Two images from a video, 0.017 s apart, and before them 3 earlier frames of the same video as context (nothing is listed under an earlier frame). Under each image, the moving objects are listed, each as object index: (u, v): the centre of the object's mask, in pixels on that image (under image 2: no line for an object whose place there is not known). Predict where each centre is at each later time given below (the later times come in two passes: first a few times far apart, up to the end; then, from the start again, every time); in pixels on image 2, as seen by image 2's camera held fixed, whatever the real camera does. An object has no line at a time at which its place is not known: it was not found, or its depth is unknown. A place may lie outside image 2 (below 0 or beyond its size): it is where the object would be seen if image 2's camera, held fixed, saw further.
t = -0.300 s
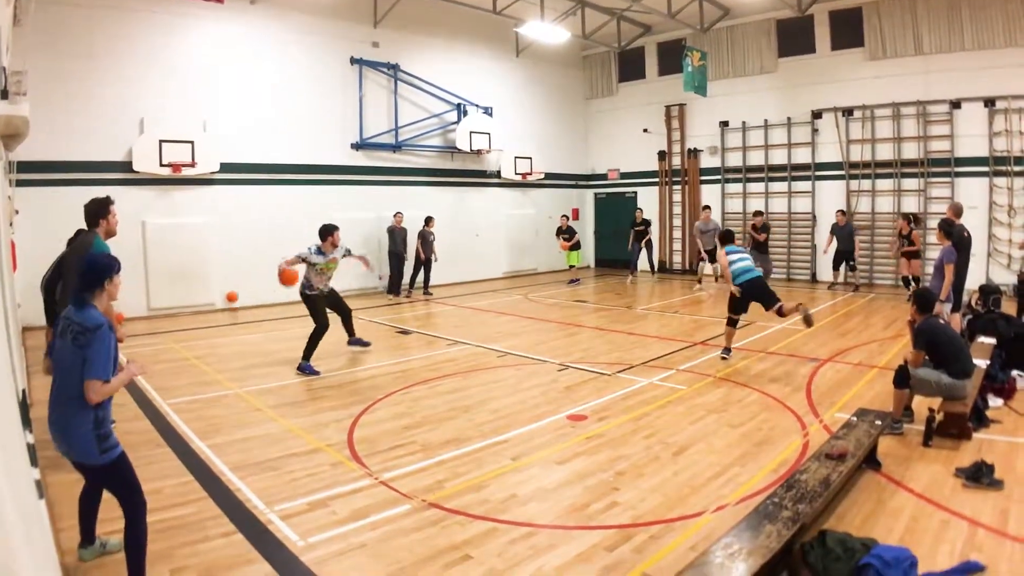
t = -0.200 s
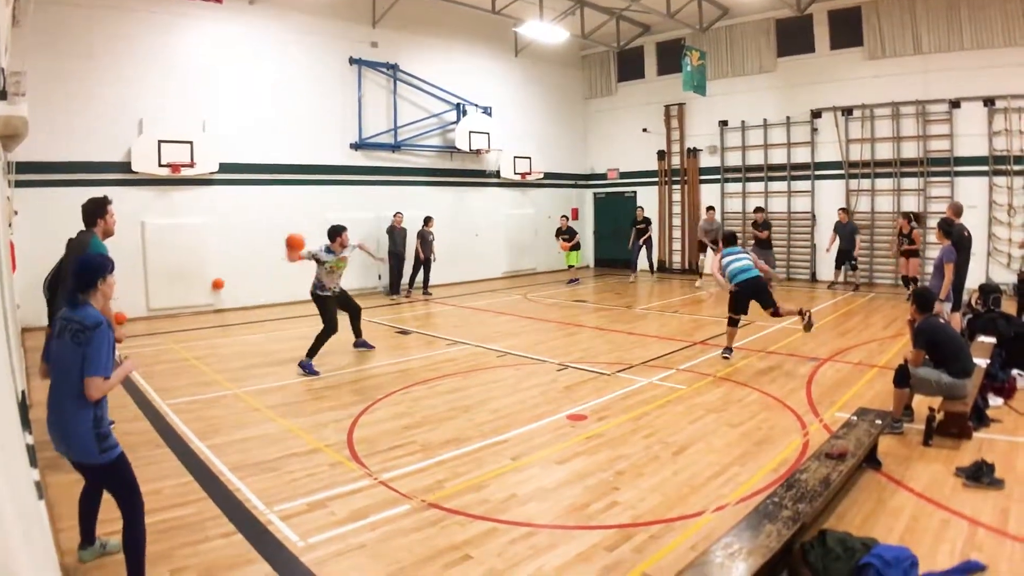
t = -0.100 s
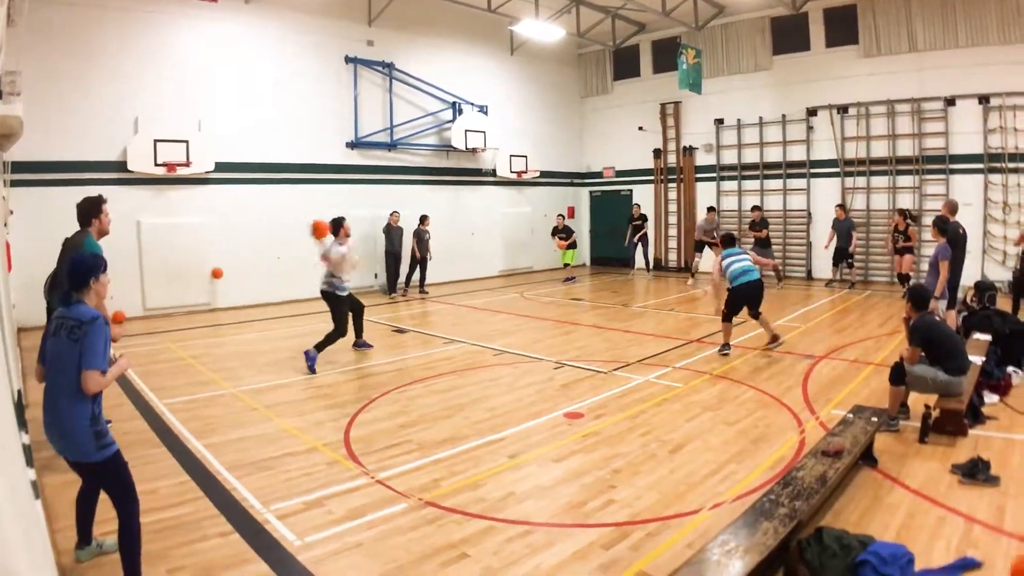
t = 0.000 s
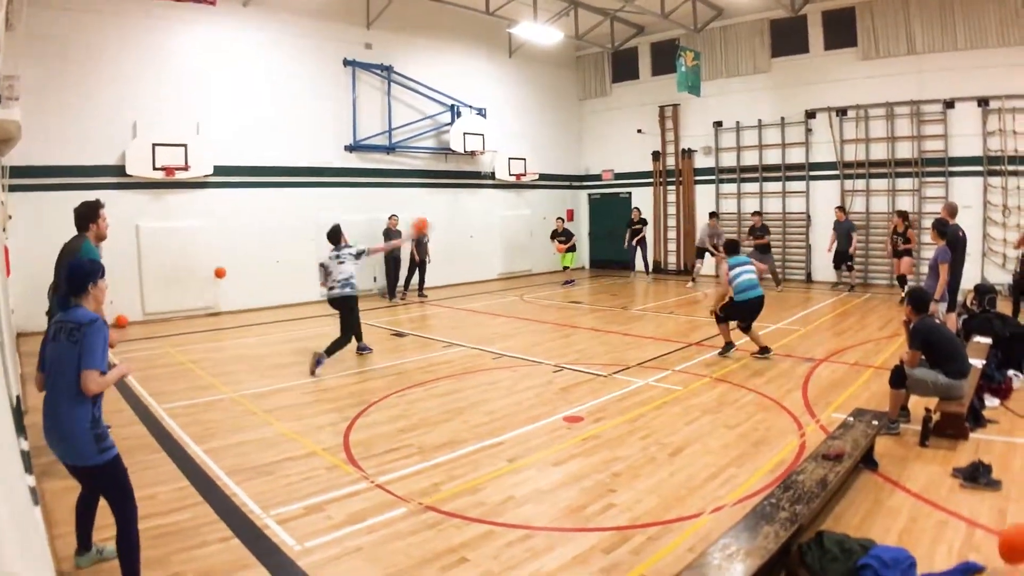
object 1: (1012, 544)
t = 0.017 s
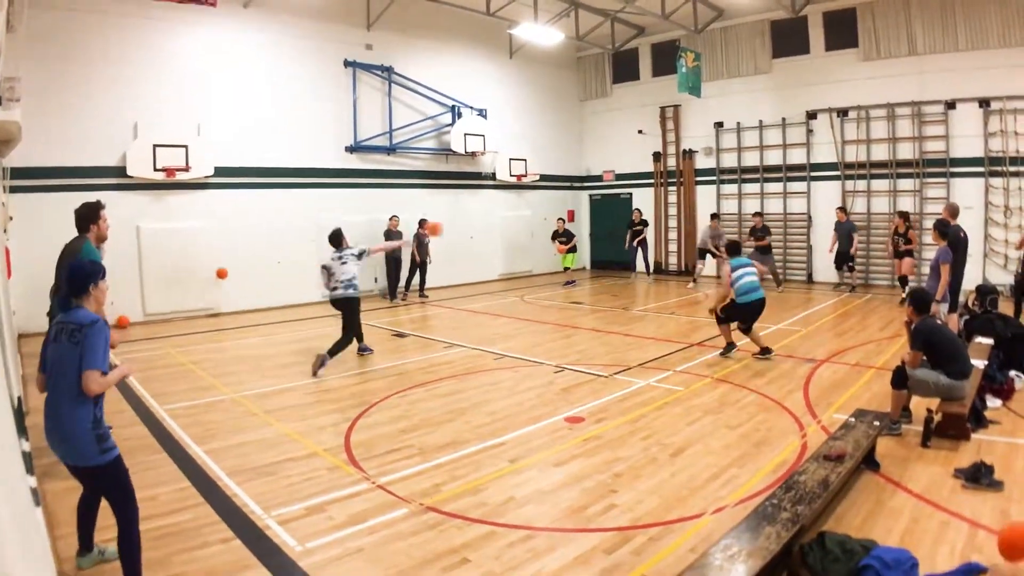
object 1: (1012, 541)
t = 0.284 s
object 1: (976, 493)
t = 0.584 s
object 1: (931, 453)
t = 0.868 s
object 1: (891, 435)
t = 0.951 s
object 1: (882, 434)
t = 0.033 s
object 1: (1009, 539)
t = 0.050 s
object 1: (1007, 536)
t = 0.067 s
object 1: (1004, 534)
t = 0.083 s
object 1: (1003, 533)
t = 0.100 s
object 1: (1001, 534)
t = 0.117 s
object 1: (998, 528)
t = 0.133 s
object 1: (997, 523)
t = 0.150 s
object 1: (995, 517)
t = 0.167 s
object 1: (993, 512)
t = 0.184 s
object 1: (991, 509)
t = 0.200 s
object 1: (989, 504)
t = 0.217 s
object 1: (987, 500)
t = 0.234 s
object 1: (984, 498)
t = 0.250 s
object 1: (982, 496)
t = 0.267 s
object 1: (980, 495)
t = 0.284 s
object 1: (976, 493)
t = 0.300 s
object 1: (974, 492)
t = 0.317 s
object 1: (973, 488)
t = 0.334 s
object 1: (970, 484)
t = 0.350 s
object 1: (969, 481)
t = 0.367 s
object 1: (967, 478)
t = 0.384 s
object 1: (965, 474)
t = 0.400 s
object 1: (964, 474)
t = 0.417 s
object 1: (962, 470)
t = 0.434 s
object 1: (959, 467)
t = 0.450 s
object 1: (956, 462)
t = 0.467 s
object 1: (953, 461)
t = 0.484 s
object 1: (950, 458)
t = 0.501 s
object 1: (947, 456)
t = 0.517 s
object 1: (944, 455)
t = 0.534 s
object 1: (940, 453)
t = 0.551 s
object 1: (936, 453)
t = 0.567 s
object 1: (934, 453)
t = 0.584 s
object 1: (931, 453)
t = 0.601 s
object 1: (926, 455)
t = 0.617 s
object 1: (923, 454)
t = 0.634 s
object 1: (921, 453)
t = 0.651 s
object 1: (918, 450)
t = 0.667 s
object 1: (917, 449)
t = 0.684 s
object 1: (914, 447)
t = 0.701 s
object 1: (911, 445)
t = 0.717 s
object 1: (909, 443)
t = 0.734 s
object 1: (907, 442)
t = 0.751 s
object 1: (904, 441)
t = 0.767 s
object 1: (899, 441)
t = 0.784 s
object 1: (897, 441)
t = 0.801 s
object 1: (895, 439)
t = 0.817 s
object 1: (894, 438)
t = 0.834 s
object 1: (892, 437)
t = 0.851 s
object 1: (892, 436)
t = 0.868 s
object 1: (891, 435)
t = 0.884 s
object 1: (887, 435)
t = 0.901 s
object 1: (887, 435)
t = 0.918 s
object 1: (886, 435)
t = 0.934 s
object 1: (884, 435)
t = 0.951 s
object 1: (882, 434)
